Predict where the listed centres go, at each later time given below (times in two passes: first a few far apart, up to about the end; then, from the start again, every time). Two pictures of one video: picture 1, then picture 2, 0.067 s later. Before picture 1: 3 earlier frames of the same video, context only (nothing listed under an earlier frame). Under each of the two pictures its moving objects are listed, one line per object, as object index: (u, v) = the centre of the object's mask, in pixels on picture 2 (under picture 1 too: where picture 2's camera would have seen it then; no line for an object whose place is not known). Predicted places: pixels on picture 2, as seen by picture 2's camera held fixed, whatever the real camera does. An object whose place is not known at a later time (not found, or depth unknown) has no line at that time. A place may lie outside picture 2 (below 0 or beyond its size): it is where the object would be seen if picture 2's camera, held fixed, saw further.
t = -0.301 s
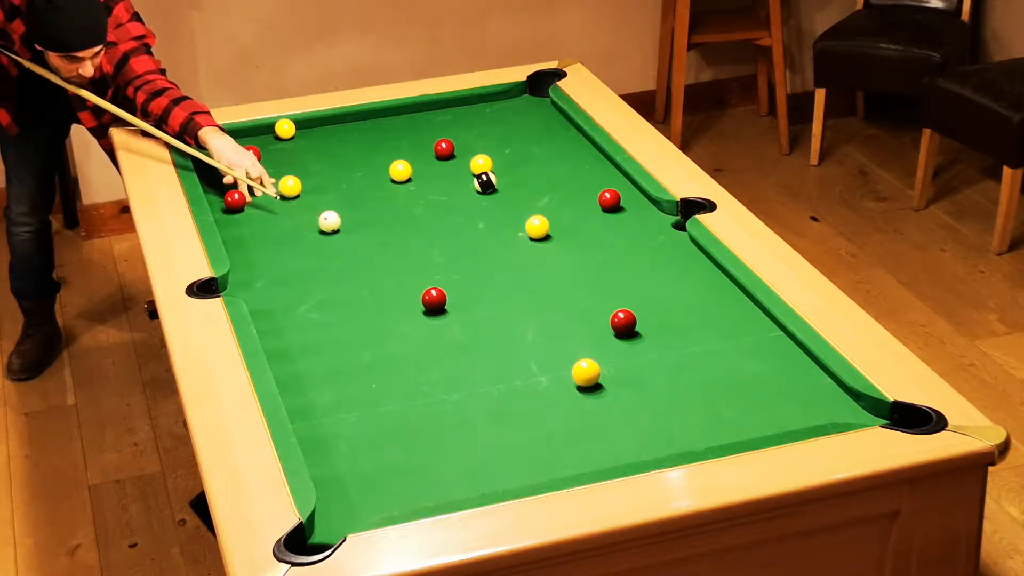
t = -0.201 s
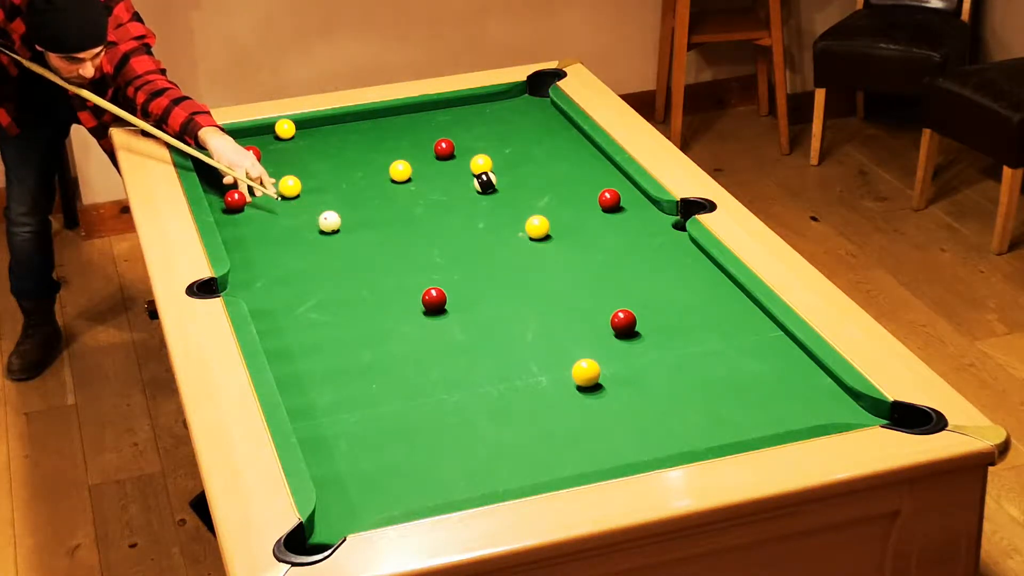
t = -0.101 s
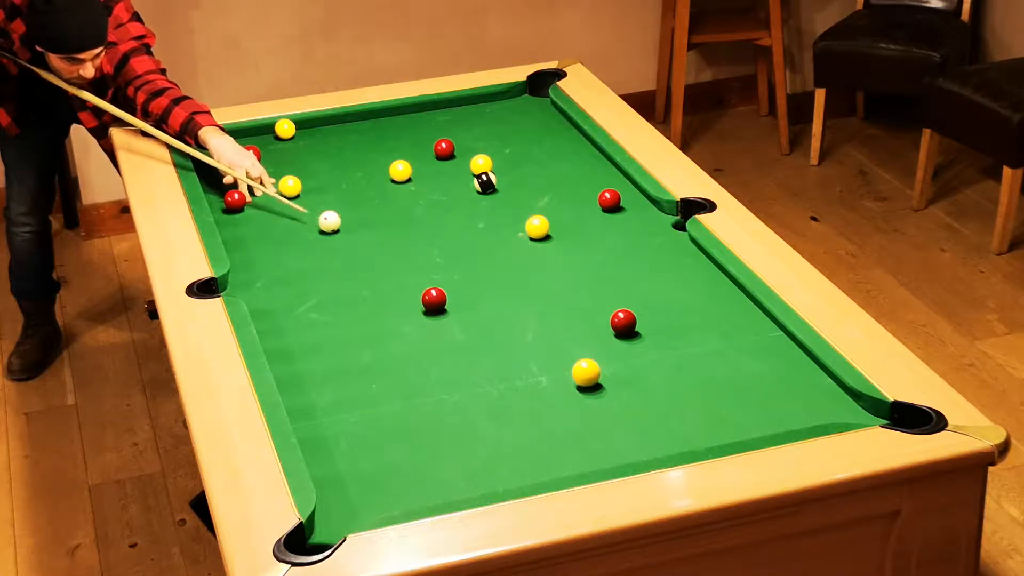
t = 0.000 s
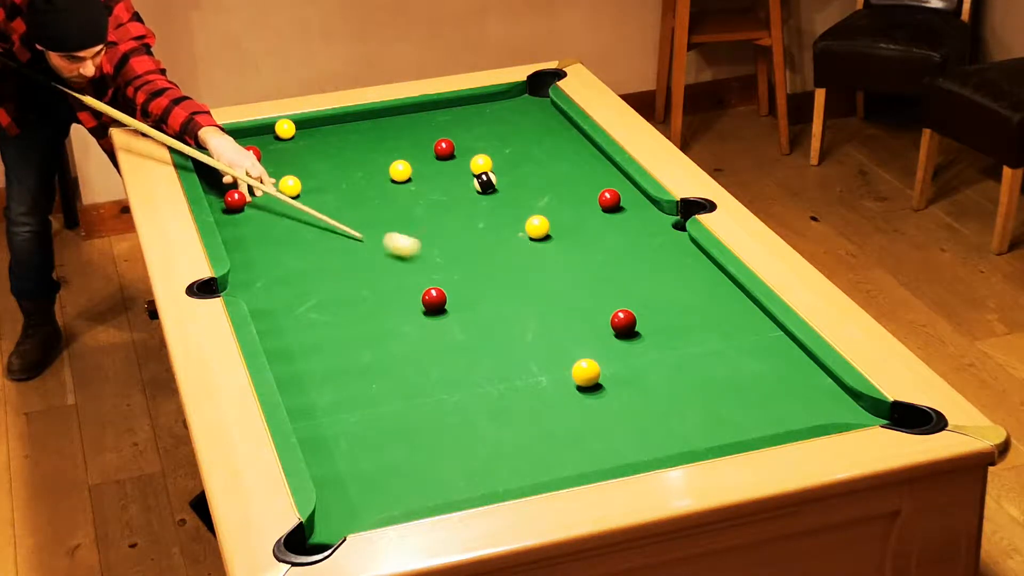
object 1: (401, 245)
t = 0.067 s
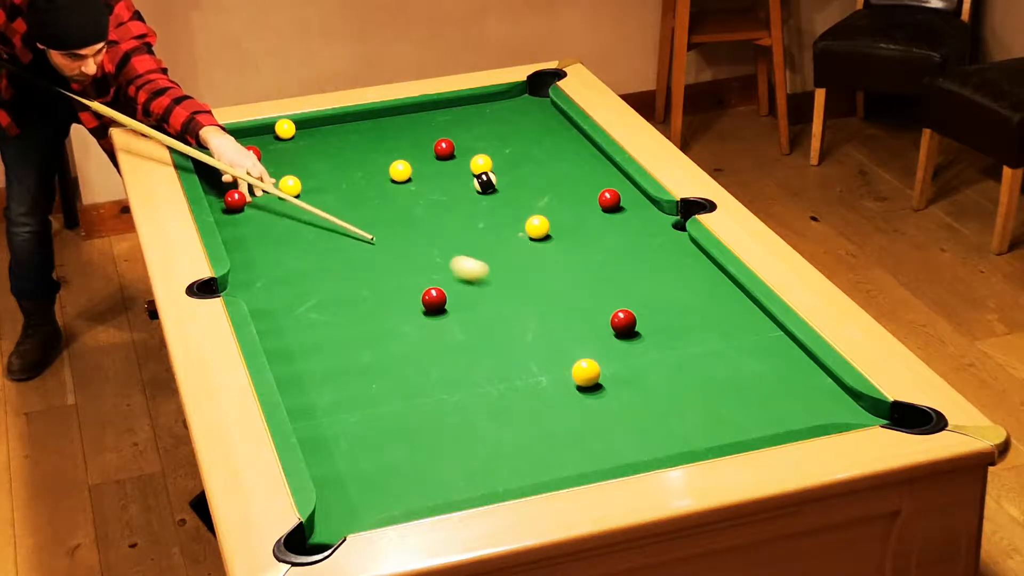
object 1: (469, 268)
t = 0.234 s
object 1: (602, 314)
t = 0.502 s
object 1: (596, 306)
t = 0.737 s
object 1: (592, 300)
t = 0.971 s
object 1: (589, 295)
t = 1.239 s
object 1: (587, 292)
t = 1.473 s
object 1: (585, 290)
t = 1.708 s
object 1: (584, 288)
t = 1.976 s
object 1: (584, 288)
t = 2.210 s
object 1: (584, 288)
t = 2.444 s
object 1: (584, 288)
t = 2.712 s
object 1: (584, 289)
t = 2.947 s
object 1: (584, 288)
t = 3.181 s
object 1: (584, 288)
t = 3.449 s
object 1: (584, 288)
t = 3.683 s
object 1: (584, 288)
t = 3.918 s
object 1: (584, 288)
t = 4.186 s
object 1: (584, 288)
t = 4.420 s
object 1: (584, 288)
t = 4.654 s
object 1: (584, 288)
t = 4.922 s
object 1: (584, 288)
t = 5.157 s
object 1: (584, 288)
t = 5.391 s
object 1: (584, 288)
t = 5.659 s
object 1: (584, 288)
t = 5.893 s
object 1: (584, 288)
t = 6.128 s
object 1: (584, 288)
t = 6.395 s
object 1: (584, 288)
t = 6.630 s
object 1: (584, 288)
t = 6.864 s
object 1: (584, 288)
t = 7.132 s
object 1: (584, 288)
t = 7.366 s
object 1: (584, 288)
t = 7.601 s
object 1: (584, 288)
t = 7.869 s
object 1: (584, 288)
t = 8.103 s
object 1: (584, 288)
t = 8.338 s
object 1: (584, 288)
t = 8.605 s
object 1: (584, 288)
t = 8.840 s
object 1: (584, 288)
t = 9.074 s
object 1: (584, 288)
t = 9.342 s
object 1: (584, 288)
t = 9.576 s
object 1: (584, 288)
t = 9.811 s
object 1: (584, 288)
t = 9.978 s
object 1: (584, 288)
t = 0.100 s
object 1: (503, 280)
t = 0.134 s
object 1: (537, 292)
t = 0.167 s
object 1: (571, 304)
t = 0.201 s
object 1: (601, 314)
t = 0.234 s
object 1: (602, 314)
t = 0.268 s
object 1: (601, 313)
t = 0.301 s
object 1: (601, 312)
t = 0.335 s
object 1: (600, 311)
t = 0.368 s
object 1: (599, 310)
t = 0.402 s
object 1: (598, 309)
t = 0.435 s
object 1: (598, 308)
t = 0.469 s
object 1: (597, 307)
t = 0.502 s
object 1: (596, 306)
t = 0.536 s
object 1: (596, 305)
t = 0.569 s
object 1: (595, 304)
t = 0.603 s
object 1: (595, 303)
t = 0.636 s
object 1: (594, 302)
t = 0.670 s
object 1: (593, 301)
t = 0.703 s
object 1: (593, 301)
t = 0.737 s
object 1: (592, 300)
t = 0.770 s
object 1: (592, 299)
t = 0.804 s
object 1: (591, 298)
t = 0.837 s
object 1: (591, 298)
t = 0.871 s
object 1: (590, 297)
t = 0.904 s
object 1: (590, 296)
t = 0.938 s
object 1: (590, 296)
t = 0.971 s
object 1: (589, 295)
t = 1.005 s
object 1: (589, 295)
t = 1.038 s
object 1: (588, 294)
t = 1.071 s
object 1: (588, 294)
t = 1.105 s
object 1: (588, 293)
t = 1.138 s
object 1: (588, 293)
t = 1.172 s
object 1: (587, 292)
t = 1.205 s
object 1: (587, 292)
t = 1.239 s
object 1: (587, 292)
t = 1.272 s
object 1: (586, 291)
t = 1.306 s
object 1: (586, 291)
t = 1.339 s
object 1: (586, 290)
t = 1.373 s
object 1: (586, 290)
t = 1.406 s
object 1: (586, 290)
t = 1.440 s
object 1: (585, 289)
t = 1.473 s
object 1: (585, 290)
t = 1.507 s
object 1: (585, 289)
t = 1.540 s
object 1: (585, 289)
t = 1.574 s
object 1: (585, 289)
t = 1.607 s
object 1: (585, 289)
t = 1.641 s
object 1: (584, 289)
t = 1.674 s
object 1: (585, 289)
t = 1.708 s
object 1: (584, 288)
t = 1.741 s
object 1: (584, 288)
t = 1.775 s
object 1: (584, 288)
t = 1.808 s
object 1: (584, 288)
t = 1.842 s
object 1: (584, 288)
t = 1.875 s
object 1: (584, 288)
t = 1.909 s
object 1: (584, 289)
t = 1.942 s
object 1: (584, 288)
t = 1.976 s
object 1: (584, 288)
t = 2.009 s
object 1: (584, 288)
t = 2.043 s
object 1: (584, 289)
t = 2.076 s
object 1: (584, 288)
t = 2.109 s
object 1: (584, 288)
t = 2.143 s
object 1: (584, 288)
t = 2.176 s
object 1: (584, 288)
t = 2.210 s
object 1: (584, 288)
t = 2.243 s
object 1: (584, 288)
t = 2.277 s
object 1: (584, 288)
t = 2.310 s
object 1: (584, 289)
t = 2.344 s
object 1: (584, 289)
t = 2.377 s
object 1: (584, 288)
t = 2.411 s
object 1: (584, 288)
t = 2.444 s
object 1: (584, 288)
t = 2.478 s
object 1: (584, 288)
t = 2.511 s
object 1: (584, 288)
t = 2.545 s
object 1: (584, 288)
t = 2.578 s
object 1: (584, 288)
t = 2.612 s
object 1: (584, 288)
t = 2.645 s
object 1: (584, 288)
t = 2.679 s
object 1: (584, 288)
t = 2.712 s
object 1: (584, 289)
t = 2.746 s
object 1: (584, 288)
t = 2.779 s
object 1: (584, 288)
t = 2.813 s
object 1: (584, 288)
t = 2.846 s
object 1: (584, 288)
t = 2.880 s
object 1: (584, 288)
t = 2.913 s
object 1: (584, 288)
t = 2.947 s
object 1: (584, 288)
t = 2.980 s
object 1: (584, 288)
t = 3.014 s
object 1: (584, 288)
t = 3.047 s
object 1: (584, 288)
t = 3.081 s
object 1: (584, 288)
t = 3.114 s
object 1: (584, 288)
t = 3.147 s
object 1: (584, 288)
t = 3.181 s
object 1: (584, 288)
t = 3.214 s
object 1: (584, 288)
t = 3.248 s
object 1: (584, 288)
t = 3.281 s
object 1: (584, 288)
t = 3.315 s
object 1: (584, 288)
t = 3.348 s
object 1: (584, 288)
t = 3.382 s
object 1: (584, 288)
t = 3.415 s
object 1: (584, 288)
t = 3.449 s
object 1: (584, 288)
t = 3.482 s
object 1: (584, 288)
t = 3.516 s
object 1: (584, 288)
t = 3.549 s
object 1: (584, 288)
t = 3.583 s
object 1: (584, 288)
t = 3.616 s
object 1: (584, 288)
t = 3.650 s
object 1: (584, 288)
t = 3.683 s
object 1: (584, 288)
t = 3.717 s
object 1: (584, 288)
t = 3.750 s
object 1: (584, 288)
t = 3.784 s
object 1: (584, 288)
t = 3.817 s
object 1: (584, 288)
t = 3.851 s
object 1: (584, 288)
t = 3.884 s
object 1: (584, 288)
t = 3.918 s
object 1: (584, 288)
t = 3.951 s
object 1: (584, 288)
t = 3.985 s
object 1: (584, 288)
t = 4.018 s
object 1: (584, 288)
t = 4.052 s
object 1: (584, 288)
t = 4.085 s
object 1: (584, 288)
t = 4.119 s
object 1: (584, 288)
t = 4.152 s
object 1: (584, 288)
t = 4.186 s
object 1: (584, 288)
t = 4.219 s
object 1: (584, 288)
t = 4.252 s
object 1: (584, 288)
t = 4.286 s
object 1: (584, 288)
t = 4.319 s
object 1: (584, 288)
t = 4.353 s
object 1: (584, 288)
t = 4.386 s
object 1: (584, 288)
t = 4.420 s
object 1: (584, 288)
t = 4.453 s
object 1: (584, 288)
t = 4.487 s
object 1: (584, 288)
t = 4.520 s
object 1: (584, 288)
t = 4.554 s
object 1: (584, 288)
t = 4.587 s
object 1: (584, 288)
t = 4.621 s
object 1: (584, 288)
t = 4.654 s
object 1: (584, 288)
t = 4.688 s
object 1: (584, 288)
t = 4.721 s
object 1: (584, 288)
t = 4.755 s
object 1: (584, 288)
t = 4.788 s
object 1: (584, 288)
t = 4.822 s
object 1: (584, 288)
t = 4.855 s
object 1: (584, 288)
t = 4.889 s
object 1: (584, 288)
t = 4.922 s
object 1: (584, 288)
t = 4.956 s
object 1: (584, 288)
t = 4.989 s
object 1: (584, 288)
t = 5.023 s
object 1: (584, 288)
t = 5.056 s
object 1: (584, 288)
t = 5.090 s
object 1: (584, 288)
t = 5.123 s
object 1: (584, 288)
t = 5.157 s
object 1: (584, 288)
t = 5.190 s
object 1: (584, 288)
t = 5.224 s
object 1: (584, 288)
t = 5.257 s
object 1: (584, 288)
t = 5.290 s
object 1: (584, 288)
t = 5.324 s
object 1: (584, 288)
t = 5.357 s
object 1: (584, 288)
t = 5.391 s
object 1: (584, 288)
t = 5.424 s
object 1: (584, 288)
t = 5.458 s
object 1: (584, 288)
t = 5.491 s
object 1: (584, 288)
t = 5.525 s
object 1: (584, 288)
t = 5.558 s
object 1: (584, 288)
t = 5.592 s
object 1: (584, 288)
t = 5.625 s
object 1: (584, 288)
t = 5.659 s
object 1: (584, 288)
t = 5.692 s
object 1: (584, 288)
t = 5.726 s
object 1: (584, 288)
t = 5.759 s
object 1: (584, 288)
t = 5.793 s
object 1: (584, 288)
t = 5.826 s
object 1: (584, 288)
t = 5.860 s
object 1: (584, 288)
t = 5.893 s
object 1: (584, 288)
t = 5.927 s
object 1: (584, 288)
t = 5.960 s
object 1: (584, 288)
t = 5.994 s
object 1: (584, 288)
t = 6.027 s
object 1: (584, 288)
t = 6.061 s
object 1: (584, 288)
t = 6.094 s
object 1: (584, 288)
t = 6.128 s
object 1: (584, 288)
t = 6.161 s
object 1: (584, 288)
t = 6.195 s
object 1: (584, 288)
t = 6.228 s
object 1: (584, 288)
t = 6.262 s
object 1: (584, 288)
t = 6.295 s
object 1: (584, 288)
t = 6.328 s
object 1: (584, 288)
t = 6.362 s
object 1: (584, 288)
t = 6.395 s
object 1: (584, 288)
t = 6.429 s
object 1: (584, 288)
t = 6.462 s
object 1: (584, 288)
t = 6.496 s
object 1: (584, 288)
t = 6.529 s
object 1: (584, 288)
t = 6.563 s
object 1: (584, 288)
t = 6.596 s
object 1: (584, 288)
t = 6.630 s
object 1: (584, 288)
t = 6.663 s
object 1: (584, 288)
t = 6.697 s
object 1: (584, 288)
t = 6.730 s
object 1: (584, 288)
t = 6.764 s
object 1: (584, 288)
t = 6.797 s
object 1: (584, 288)
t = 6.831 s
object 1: (584, 288)
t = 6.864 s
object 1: (584, 288)
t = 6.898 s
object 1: (584, 288)
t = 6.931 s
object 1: (584, 288)
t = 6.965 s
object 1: (584, 288)
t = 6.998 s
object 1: (584, 288)
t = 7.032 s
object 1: (584, 288)
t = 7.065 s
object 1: (584, 288)
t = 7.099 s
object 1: (584, 288)
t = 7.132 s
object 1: (584, 288)
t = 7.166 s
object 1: (584, 288)
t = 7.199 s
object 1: (584, 288)
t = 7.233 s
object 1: (584, 288)
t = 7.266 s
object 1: (584, 288)
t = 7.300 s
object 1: (584, 288)
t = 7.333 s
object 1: (584, 288)
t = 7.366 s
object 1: (584, 288)
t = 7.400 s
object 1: (584, 288)
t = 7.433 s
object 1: (584, 288)
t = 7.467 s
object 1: (584, 288)
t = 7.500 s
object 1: (584, 288)
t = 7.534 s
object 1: (584, 288)
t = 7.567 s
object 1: (584, 288)
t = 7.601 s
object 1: (584, 288)
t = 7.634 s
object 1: (584, 288)
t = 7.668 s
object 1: (584, 288)
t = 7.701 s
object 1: (584, 288)
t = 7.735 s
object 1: (584, 288)
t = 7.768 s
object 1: (584, 288)
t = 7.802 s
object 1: (584, 288)
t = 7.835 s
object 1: (584, 288)
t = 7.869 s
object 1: (584, 288)
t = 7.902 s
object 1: (584, 288)
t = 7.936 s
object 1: (584, 288)
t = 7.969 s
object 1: (584, 288)
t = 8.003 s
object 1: (584, 288)
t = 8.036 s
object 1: (584, 288)
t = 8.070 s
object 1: (584, 288)
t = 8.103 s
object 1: (584, 288)
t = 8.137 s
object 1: (584, 288)
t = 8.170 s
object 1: (584, 288)
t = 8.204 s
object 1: (584, 288)
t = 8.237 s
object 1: (584, 288)
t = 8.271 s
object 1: (584, 288)
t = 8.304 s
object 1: (584, 288)
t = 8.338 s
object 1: (584, 288)
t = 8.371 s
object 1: (584, 288)
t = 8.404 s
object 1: (584, 288)
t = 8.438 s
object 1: (584, 288)
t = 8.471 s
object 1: (584, 288)
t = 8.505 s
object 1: (584, 288)
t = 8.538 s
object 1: (584, 288)
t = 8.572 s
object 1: (584, 288)
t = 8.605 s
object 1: (584, 288)
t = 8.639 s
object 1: (584, 288)
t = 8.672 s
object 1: (584, 288)
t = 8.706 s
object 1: (584, 288)
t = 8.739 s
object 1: (584, 288)
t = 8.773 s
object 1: (584, 288)
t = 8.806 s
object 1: (584, 288)
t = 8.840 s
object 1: (584, 288)
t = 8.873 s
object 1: (584, 288)
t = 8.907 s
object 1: (584, 288)
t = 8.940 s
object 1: (584, 288)
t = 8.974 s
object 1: (584, 288)
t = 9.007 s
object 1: (584, 288)
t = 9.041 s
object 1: (584, 288)
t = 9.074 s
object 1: (584, 288)
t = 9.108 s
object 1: (584, 288)
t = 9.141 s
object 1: (584, 288)
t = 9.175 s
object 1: (584, 288)
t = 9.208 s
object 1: (584, 288)
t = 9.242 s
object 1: (584, 288)
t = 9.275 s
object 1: (584, 288)
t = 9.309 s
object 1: (584, 288)
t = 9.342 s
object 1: (584, 288)
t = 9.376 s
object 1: (584, 288)
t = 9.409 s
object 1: (584, 288)
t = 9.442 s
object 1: (584, 288)
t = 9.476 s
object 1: (584, 288)
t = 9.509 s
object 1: (584, 288)
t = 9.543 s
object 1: (584, 288)
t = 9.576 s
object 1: (584, 288)
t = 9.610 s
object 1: (584, 288)
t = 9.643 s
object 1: (584, 288)
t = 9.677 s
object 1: (584, 288)
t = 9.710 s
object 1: (584, 288)
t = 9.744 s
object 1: (584, 288)
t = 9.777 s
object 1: (584, 288)
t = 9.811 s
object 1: (584, 288)
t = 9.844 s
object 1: (584, 288)
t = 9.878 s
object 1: (584, 288)
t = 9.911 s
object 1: (584, 288)
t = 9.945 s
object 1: (584, 288)
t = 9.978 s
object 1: (584, 288)
